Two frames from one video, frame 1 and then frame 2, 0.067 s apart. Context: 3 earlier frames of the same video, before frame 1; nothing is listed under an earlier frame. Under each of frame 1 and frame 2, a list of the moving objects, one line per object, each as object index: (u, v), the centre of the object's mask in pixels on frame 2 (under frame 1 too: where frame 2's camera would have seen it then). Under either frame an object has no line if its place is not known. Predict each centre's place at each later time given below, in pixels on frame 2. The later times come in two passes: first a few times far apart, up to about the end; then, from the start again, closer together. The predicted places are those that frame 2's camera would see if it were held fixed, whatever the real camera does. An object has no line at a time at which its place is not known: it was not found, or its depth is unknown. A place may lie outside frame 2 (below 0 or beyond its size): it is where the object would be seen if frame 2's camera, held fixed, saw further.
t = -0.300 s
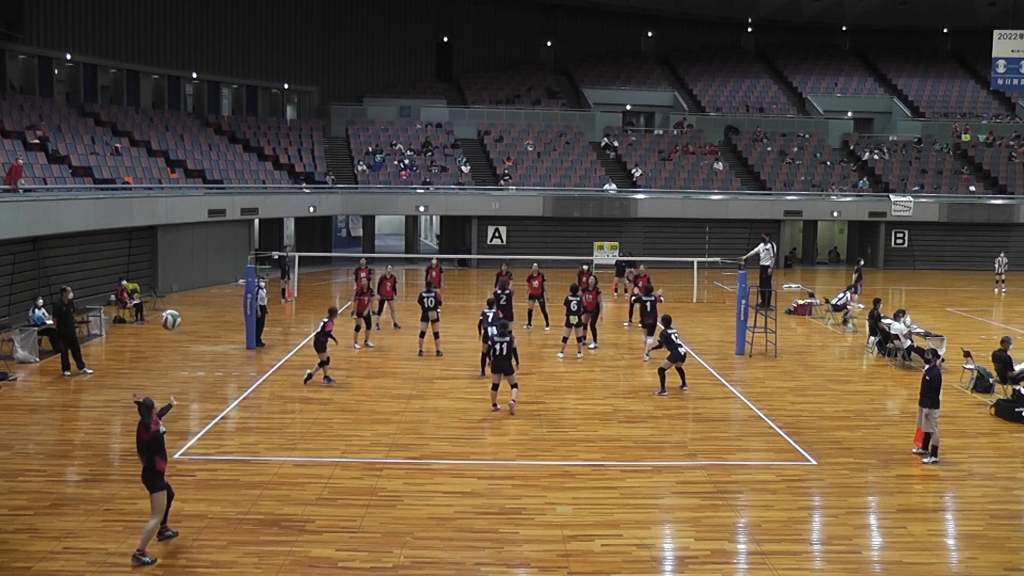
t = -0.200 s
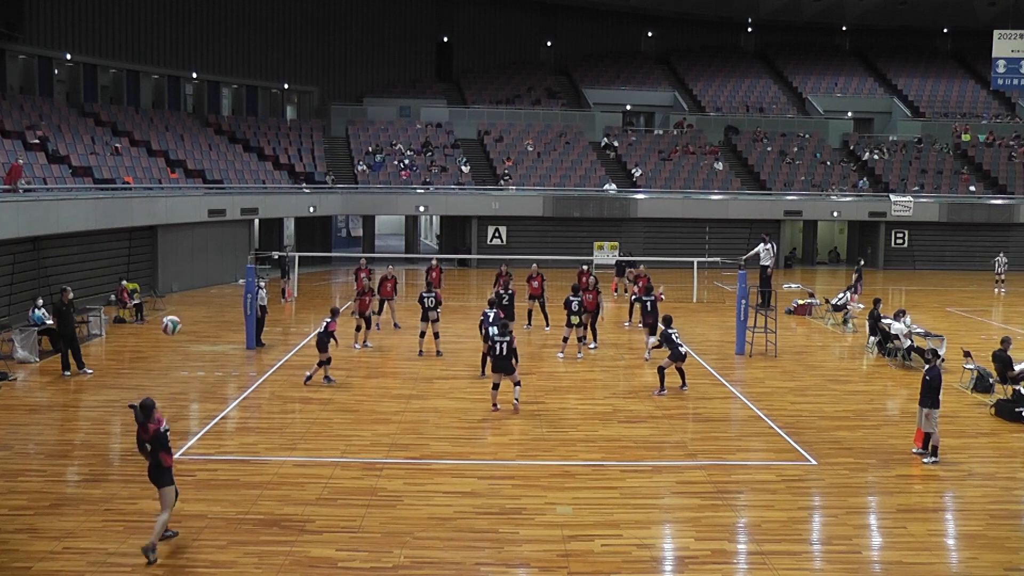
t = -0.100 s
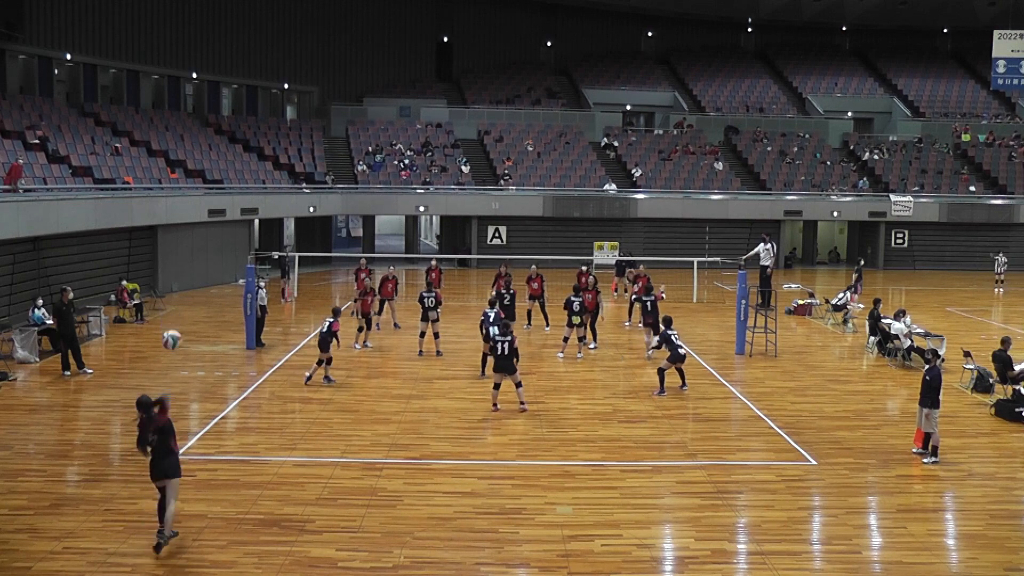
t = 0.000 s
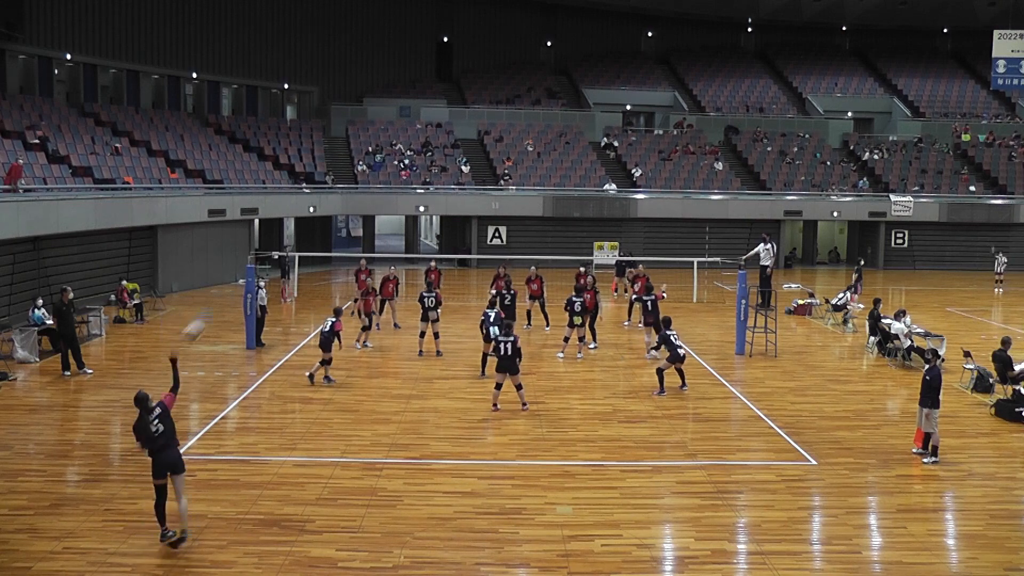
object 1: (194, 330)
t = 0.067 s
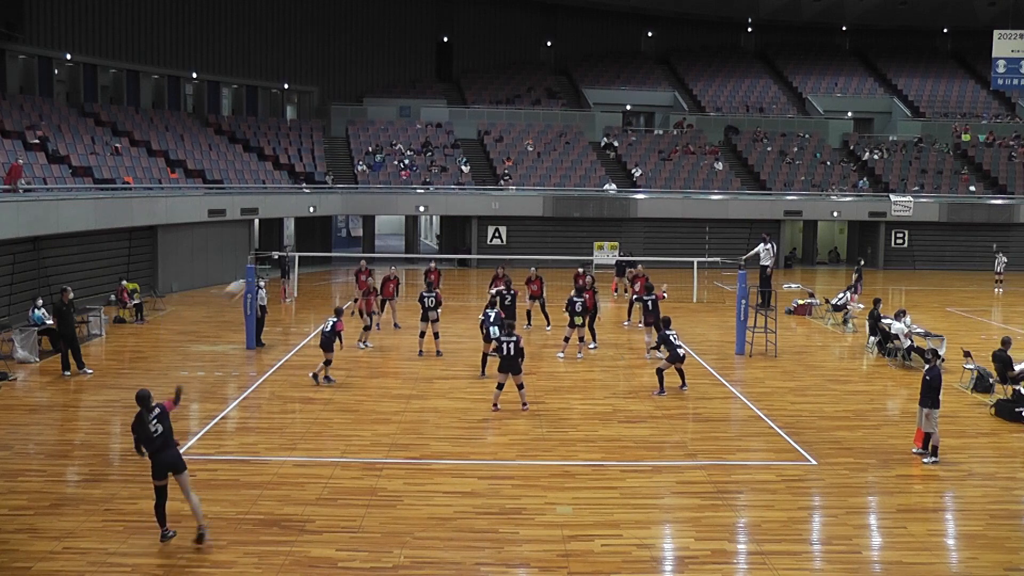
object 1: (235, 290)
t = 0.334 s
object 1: (350, 202)
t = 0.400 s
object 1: (371, 193)
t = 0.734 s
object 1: (452, 184)
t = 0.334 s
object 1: (350, 202)
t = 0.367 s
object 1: (361, 197)
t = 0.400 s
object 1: (371, 193)
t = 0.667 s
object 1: (438, 182)
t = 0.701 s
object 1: (446, 183)
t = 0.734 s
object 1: (452, 184)
